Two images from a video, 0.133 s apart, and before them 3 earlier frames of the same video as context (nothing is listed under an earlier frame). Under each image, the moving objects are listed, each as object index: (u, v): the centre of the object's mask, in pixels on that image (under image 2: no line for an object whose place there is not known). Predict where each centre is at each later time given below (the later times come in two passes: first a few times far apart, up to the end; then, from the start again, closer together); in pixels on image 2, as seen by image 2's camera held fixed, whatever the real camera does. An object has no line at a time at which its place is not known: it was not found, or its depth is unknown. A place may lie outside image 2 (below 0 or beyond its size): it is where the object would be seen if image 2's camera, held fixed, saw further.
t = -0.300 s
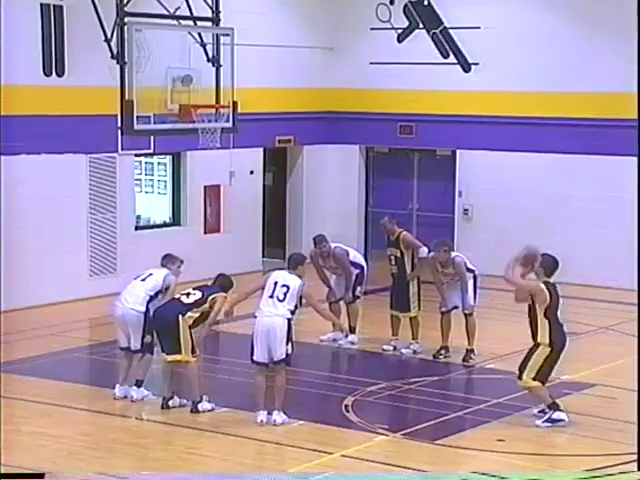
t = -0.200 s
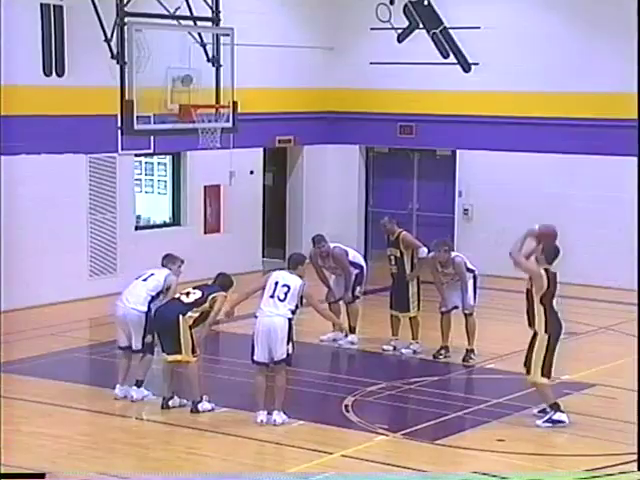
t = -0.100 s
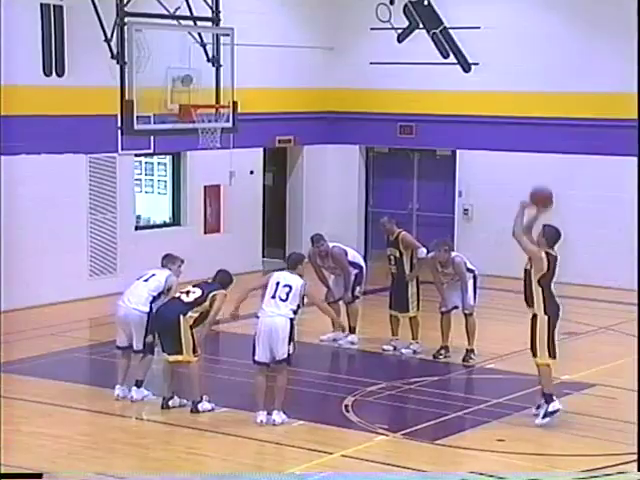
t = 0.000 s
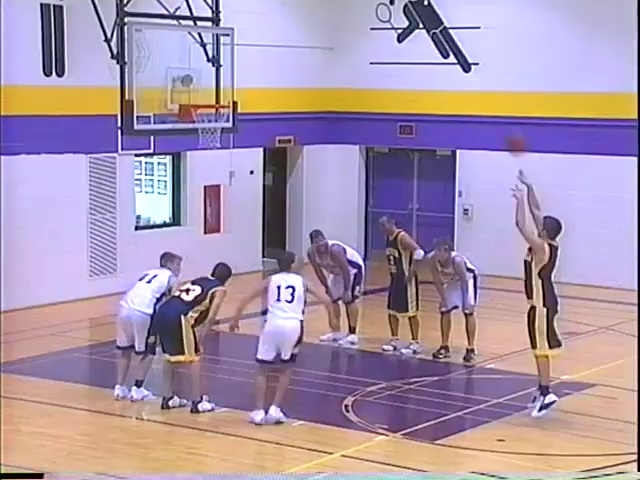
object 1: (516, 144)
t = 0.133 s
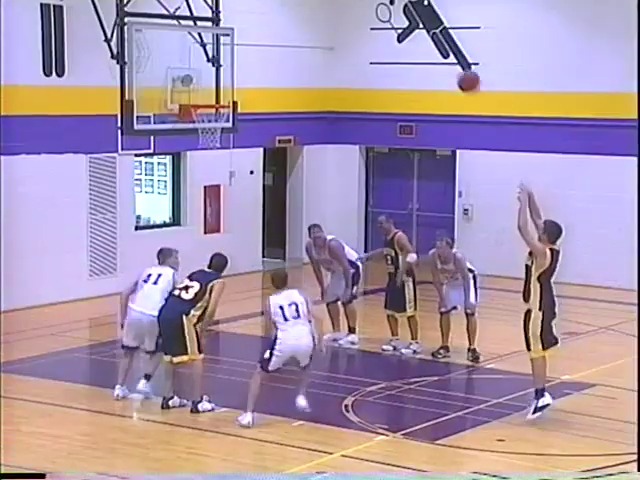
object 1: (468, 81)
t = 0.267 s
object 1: (423, 38)
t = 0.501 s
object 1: (349, 8)
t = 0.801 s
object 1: (262, 35)
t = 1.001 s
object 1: (207, 95)
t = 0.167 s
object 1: (458, 69)
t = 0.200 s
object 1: (446, 58)
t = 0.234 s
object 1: (436, 49)
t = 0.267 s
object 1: (423, 38)
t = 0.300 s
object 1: (414, 31)
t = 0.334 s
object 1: (403, 24)
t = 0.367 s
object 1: (392, 18)
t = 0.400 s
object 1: (381, 14)
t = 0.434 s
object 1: (370, 10)
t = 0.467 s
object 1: (360, 8)
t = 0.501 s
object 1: (349, 8)
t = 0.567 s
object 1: (329, 7)
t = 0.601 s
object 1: (319, 8)
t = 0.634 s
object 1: (309, 9)
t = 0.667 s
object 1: (299, 12)
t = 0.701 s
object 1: (290, 17)
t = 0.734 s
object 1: (280, 22)
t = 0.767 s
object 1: (271, 29)
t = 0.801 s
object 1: (262, 35)
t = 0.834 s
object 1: (252, 43)
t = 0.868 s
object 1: (244, 52)
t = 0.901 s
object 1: (234, 62)
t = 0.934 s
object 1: (225, 73)
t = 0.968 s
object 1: (216, 84)
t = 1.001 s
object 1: (207, 95)
